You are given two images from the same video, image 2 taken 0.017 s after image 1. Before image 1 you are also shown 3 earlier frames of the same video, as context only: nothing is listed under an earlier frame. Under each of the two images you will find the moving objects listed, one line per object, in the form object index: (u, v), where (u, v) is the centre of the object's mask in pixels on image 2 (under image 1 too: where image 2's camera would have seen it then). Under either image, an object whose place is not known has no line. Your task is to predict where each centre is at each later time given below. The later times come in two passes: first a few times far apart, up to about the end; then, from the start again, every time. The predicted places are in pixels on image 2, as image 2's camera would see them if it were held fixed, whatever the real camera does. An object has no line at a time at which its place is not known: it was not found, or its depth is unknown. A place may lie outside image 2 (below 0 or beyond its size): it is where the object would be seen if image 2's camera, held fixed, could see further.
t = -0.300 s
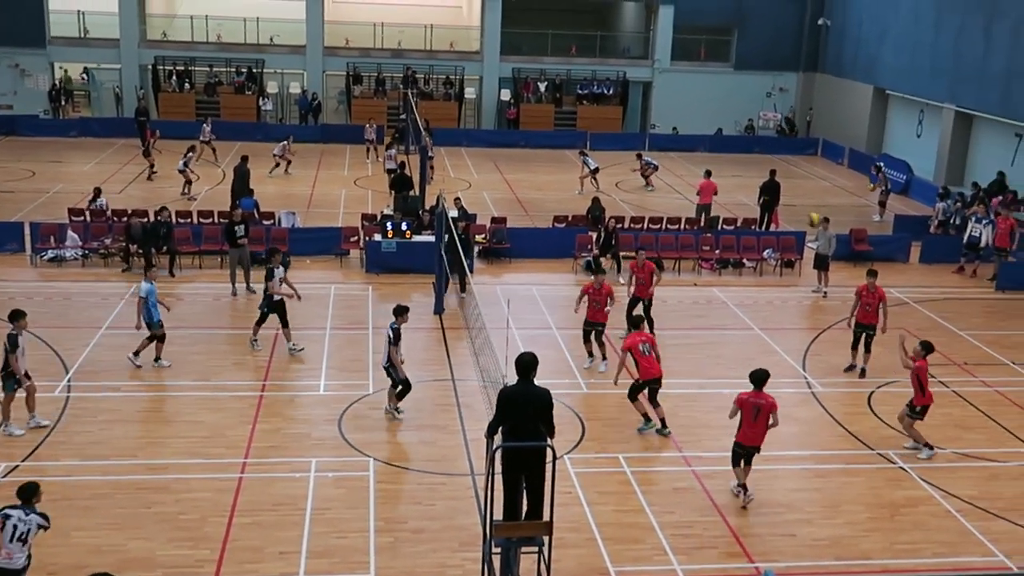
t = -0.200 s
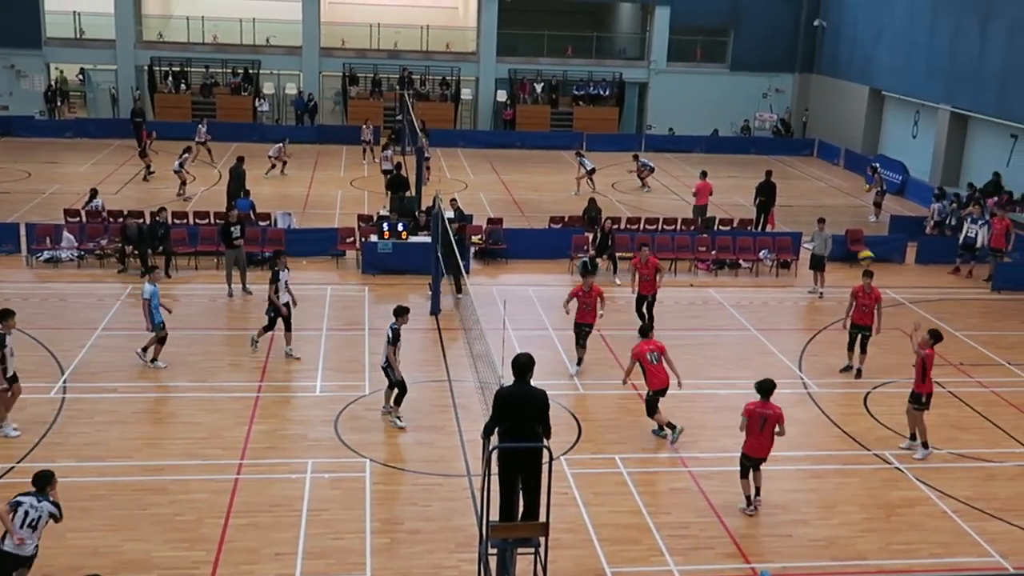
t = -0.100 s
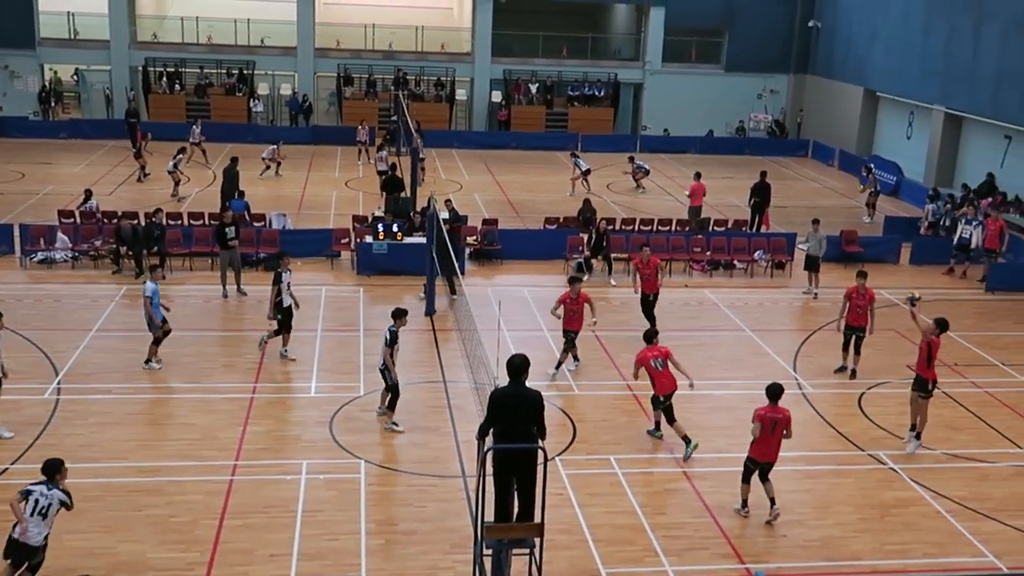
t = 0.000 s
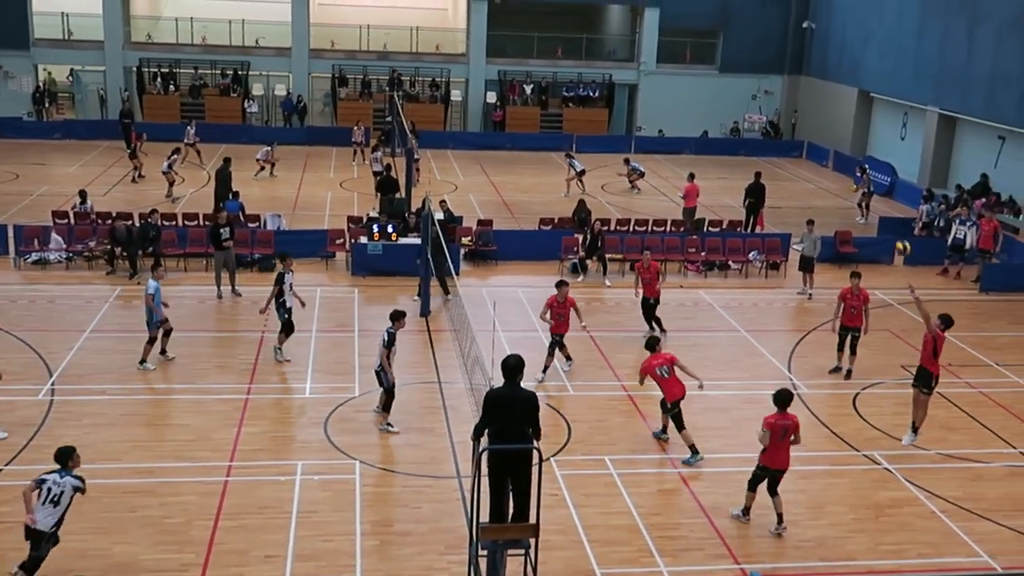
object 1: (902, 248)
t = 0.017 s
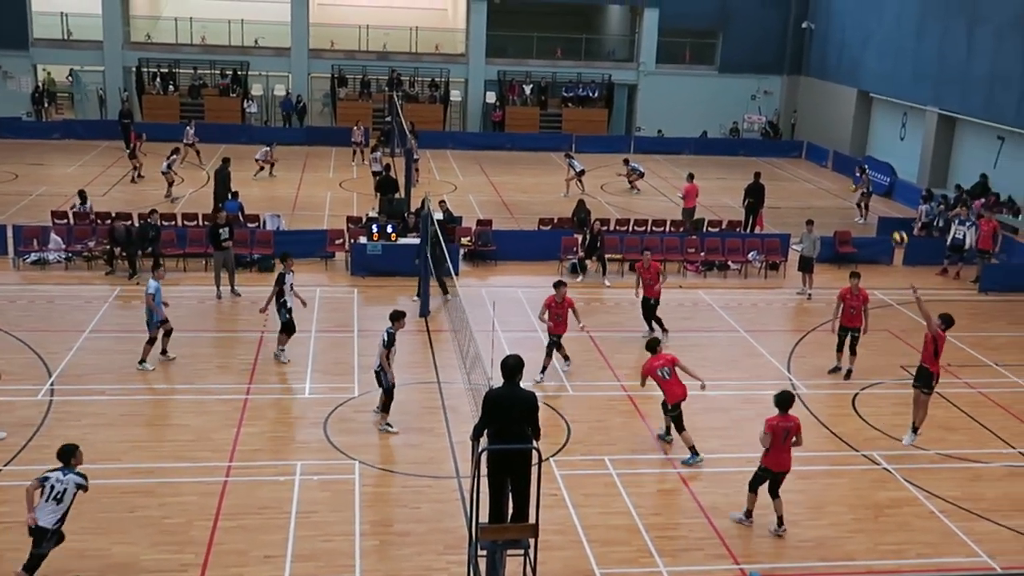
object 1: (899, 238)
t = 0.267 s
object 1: (865, 118)
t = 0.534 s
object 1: (821, 40)
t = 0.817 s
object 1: (767, 17)
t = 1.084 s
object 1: (711, 56)
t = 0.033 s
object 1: (897, 229)
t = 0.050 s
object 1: (895, 220)
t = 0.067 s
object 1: (892, 211)
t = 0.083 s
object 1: (890, 202)
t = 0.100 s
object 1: (888, 193)
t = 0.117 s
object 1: (886, 185)
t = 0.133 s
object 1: (884, 177)
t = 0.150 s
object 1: (882, 169)
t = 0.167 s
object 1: (880, 161)
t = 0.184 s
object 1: (877, 153)
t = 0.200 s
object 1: (875, 146)
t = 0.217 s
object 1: (873, 139)
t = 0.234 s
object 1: (870, 132)
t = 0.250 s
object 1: (868, 124)
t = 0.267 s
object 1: (865, 118)
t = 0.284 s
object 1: (862, 111)
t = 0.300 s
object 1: (860, 105)
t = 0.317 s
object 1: (857, 99)
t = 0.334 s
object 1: (855, 93)
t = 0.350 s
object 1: (852, 88)
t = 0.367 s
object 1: (850, 81)
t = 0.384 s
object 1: (847, 77)
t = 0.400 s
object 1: (844, 72)
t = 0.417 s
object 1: (841, 67)
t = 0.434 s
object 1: (839, 63)
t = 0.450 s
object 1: (836, 59)
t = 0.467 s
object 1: (833, 55)
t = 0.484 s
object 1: (831, 51)
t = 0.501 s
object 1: (828, 47)
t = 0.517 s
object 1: (825, 43)
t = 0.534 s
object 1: (821, 40)
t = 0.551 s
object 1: (818, 37)
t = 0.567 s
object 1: (815, 33)
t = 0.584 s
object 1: (812, 31)
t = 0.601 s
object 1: (809, 28)
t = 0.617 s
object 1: (806, 26)
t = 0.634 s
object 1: (803, 25)
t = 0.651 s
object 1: (800, 22)
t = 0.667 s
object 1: (797, 20)
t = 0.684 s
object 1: (794, 18)
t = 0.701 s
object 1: (790, 18)
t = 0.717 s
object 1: (787, 17)
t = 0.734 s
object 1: (784, 16)
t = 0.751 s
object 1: (781, 16)
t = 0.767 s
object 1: (777, 16)
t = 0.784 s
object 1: (774, 16)
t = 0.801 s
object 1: (771, 17)
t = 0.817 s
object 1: (767, 17)
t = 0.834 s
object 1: (764, 18)
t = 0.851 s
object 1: (761, 19)
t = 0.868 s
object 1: (757, 20)
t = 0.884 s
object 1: (754, 22)
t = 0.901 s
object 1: (750, 23)
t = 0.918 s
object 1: (746, 25)
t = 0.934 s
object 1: (743, 27)
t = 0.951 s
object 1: (739, 30)
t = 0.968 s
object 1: (735, 33)
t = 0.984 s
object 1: (731, 36)
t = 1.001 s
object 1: (728, 39)
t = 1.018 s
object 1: (724, 41)
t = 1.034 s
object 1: (721, 45)
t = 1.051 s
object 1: (718, 49)
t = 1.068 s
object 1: (714, 53)
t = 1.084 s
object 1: (711, 56)
